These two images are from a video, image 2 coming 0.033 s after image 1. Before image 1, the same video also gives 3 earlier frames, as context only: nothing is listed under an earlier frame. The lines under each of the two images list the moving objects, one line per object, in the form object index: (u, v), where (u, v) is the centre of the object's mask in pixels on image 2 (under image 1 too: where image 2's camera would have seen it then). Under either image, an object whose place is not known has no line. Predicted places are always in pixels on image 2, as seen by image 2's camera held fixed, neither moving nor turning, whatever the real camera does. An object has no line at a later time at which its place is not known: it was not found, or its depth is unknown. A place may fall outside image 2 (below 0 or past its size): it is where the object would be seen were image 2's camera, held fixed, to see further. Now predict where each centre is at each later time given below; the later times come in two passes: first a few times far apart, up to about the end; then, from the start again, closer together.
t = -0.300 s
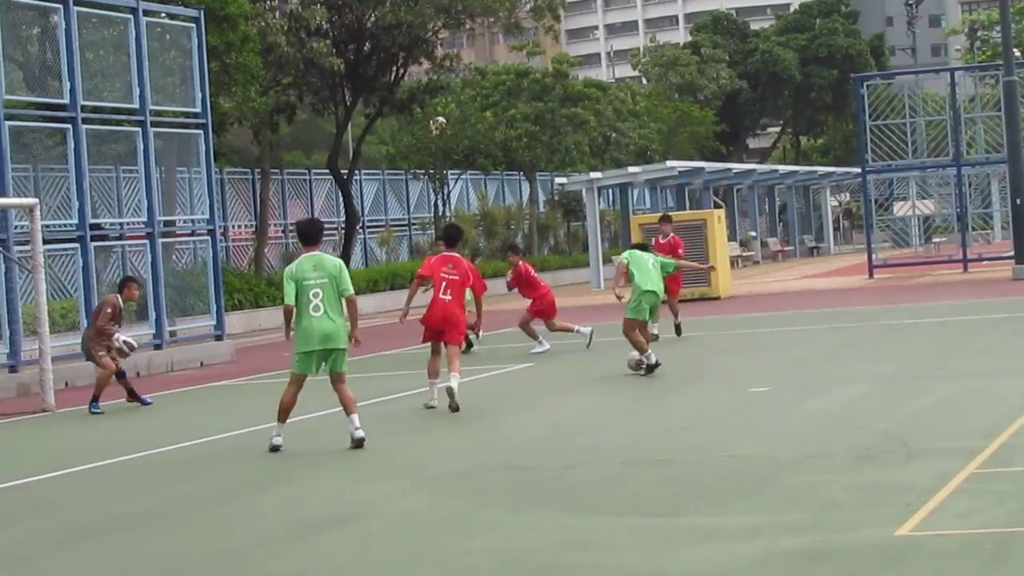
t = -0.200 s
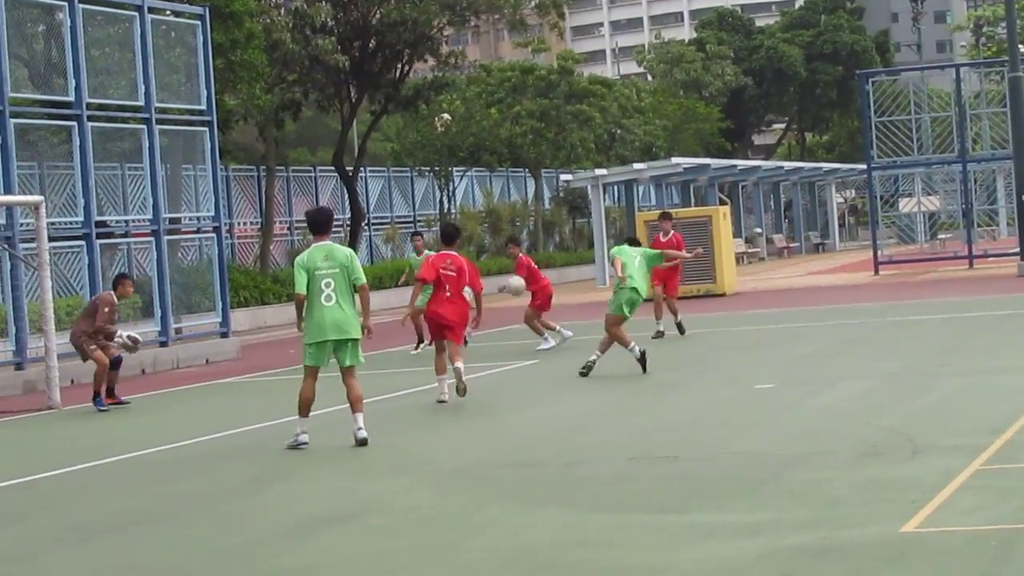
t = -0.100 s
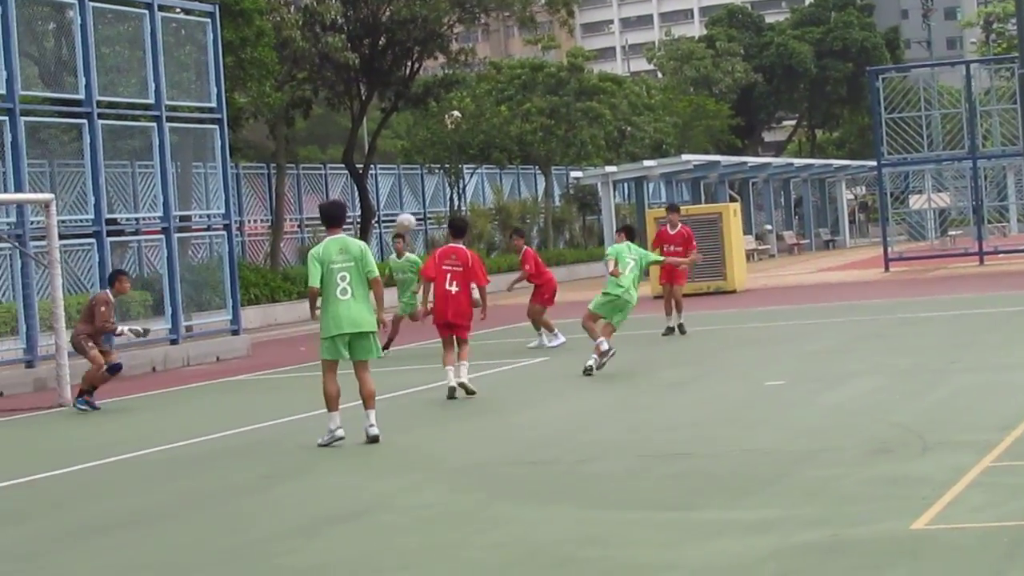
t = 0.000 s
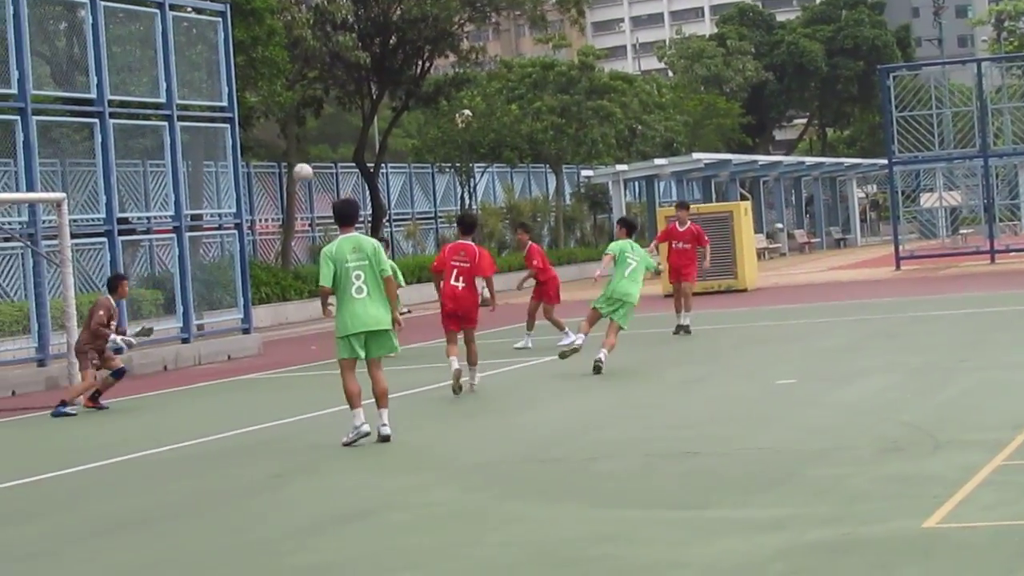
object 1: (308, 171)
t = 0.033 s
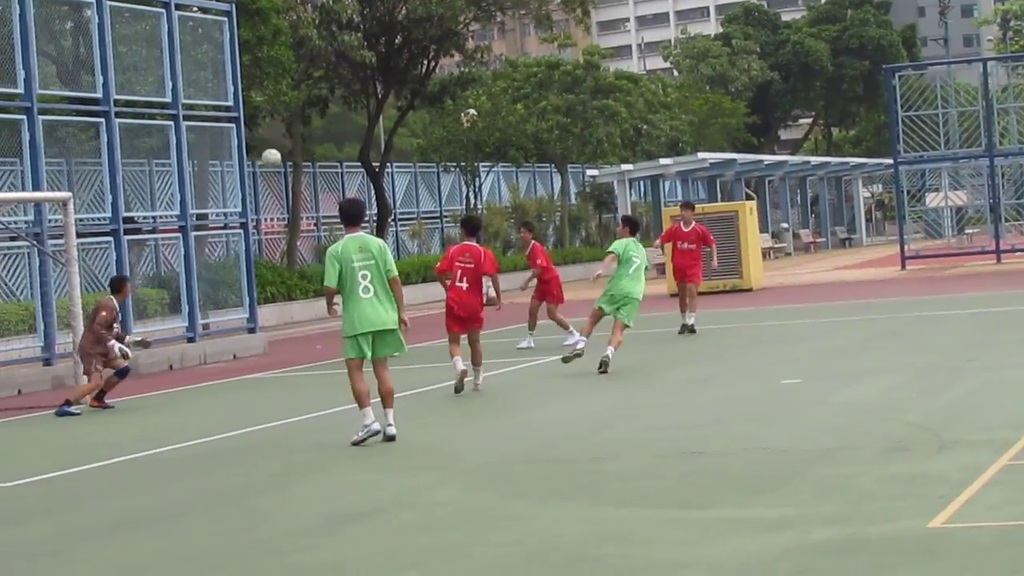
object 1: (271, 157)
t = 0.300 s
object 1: (-4, 85)
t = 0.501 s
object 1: (-98, 34)
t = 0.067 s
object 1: (235, 144)
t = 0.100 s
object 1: (199, 133)
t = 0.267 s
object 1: (29, 91)
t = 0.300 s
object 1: (-4, 85)
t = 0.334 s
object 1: (-37, 81)
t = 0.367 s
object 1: (-70, 78)
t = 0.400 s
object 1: (-102, 75)
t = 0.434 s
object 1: (-123, 70)
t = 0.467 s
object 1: (-110, 52)
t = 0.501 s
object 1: (-98, 34)
